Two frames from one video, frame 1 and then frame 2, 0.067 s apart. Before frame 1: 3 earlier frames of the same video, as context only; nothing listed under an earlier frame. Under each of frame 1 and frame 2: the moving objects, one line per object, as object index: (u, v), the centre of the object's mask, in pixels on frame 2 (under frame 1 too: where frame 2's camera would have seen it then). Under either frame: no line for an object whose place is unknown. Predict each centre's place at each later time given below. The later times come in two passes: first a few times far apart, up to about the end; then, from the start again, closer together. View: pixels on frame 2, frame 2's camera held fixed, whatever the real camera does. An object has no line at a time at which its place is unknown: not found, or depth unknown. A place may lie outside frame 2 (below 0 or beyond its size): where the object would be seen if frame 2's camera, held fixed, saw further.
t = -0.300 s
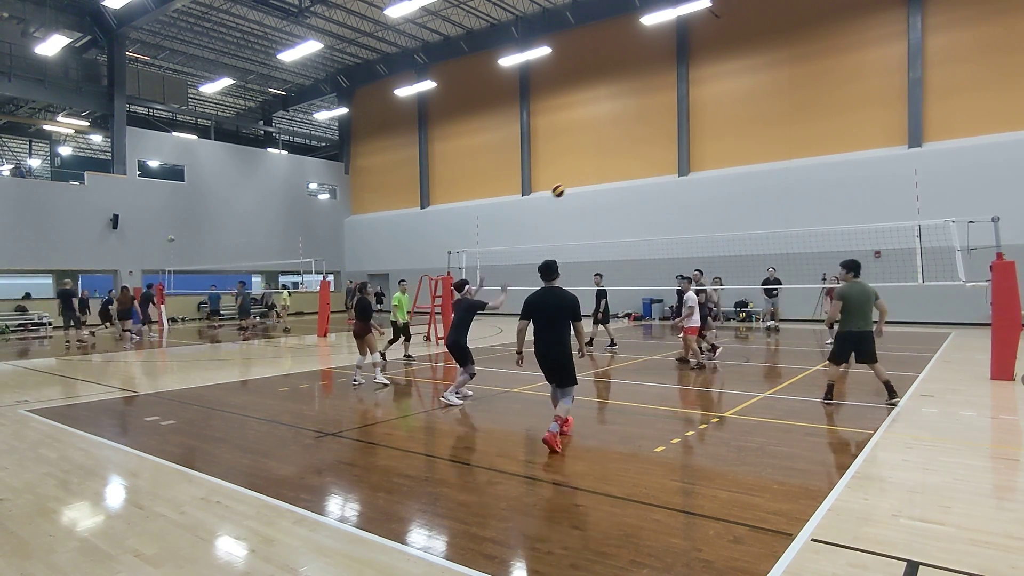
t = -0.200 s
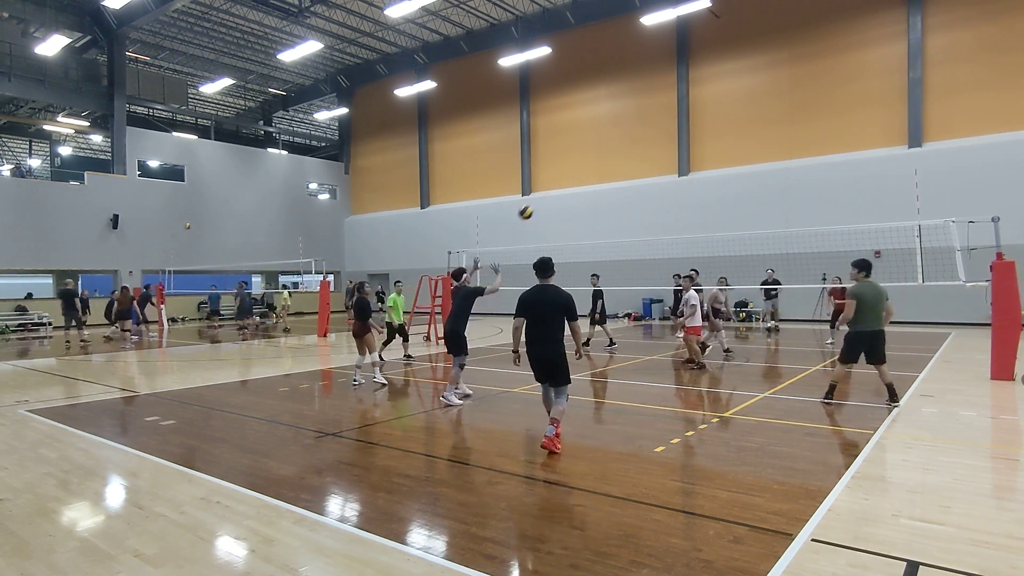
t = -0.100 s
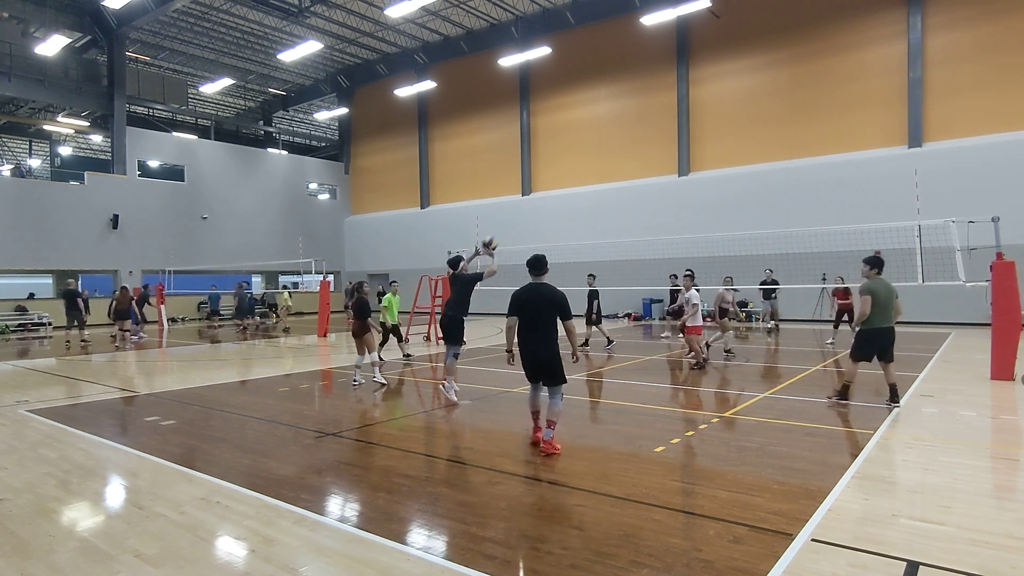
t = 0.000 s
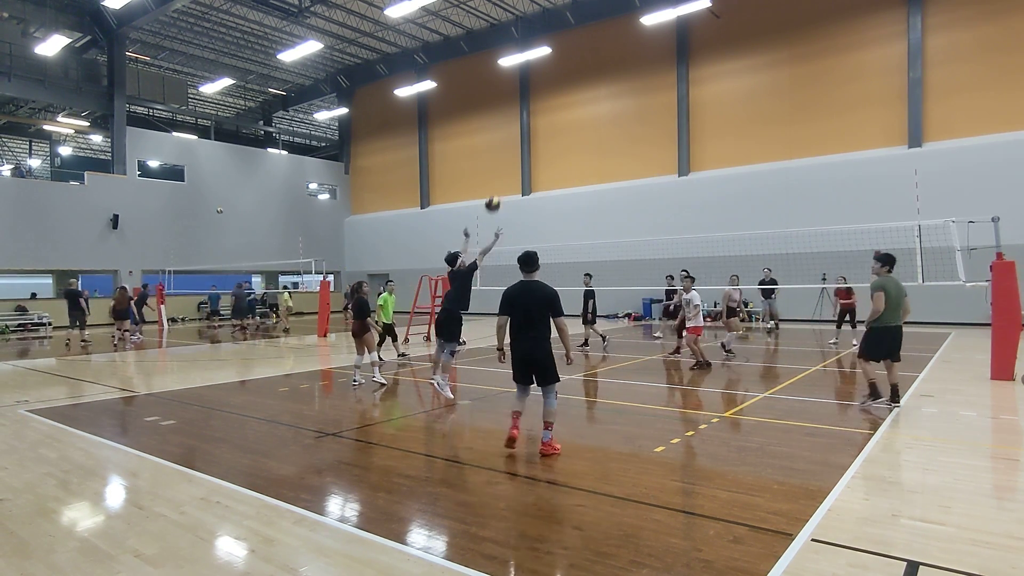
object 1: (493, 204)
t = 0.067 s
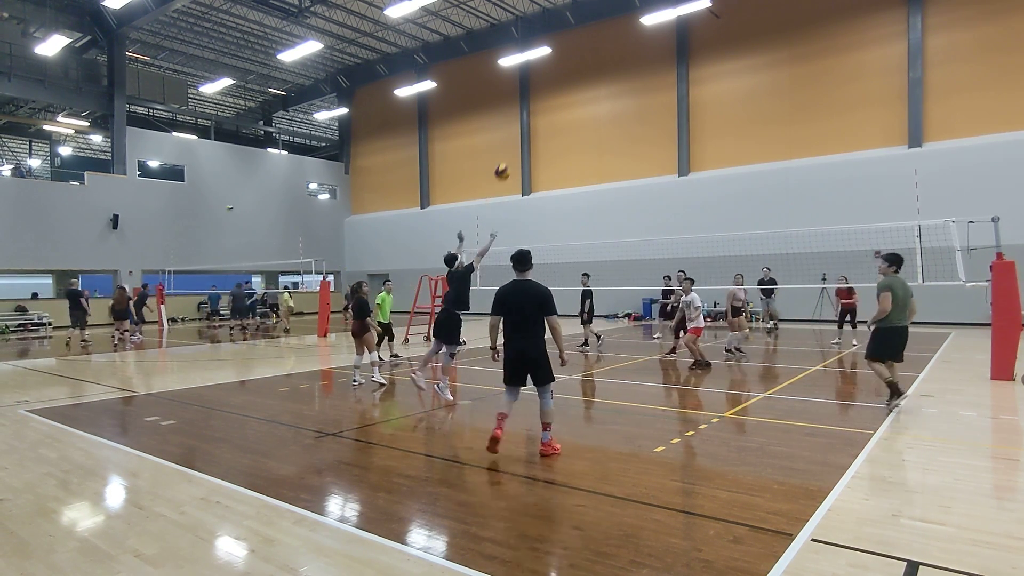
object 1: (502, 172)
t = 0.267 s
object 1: (529, 97)
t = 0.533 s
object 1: (562, 47)
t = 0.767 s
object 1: (590, 47)
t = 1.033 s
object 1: (619, 91)
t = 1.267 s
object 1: (645, 165)
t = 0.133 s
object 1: (511, 143)
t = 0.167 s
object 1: (516, 130)
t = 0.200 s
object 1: (521, 118)
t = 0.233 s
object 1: (525, 107)
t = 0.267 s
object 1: (529, 97)
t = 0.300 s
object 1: (533, 88)
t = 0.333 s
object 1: (537, 80)
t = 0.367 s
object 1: (542, 72)
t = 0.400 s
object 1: (546, 66)
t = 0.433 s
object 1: (551, 60)
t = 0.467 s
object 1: (555, 55)
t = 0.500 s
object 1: (559, 51)
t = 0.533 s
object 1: (562, 47)
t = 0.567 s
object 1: (566, 45)
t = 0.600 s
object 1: (570, 44)
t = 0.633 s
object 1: (574, 43)
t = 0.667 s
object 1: (578, 43)
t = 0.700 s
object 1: (582, 44)
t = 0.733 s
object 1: (586, 45)
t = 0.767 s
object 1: (590, 47)
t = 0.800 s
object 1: (593, 50)
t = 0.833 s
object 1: (597, 54)
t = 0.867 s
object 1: (601, 58)
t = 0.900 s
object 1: (605, 63)
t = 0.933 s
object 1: (608, 69)
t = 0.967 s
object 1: (612, 76)
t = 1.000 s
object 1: (616, 83)
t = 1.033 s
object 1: (619, 91)
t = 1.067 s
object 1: (623, 100)
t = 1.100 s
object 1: (626, 109)
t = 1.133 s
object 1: (630, 118)
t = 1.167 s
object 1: (634, 129)
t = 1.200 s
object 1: (637, 140)
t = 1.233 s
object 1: (641, 152)
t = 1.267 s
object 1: (645, 165)
